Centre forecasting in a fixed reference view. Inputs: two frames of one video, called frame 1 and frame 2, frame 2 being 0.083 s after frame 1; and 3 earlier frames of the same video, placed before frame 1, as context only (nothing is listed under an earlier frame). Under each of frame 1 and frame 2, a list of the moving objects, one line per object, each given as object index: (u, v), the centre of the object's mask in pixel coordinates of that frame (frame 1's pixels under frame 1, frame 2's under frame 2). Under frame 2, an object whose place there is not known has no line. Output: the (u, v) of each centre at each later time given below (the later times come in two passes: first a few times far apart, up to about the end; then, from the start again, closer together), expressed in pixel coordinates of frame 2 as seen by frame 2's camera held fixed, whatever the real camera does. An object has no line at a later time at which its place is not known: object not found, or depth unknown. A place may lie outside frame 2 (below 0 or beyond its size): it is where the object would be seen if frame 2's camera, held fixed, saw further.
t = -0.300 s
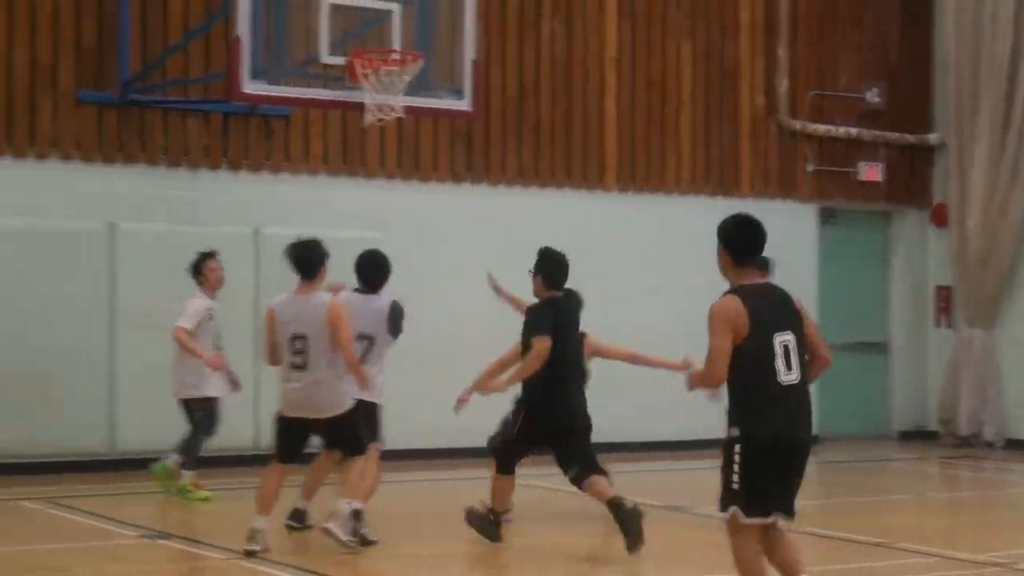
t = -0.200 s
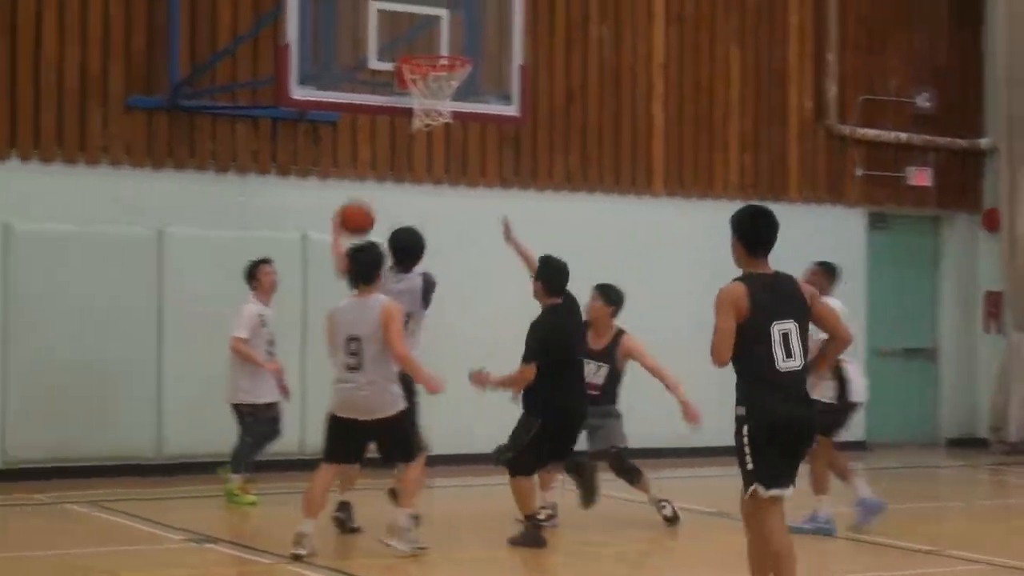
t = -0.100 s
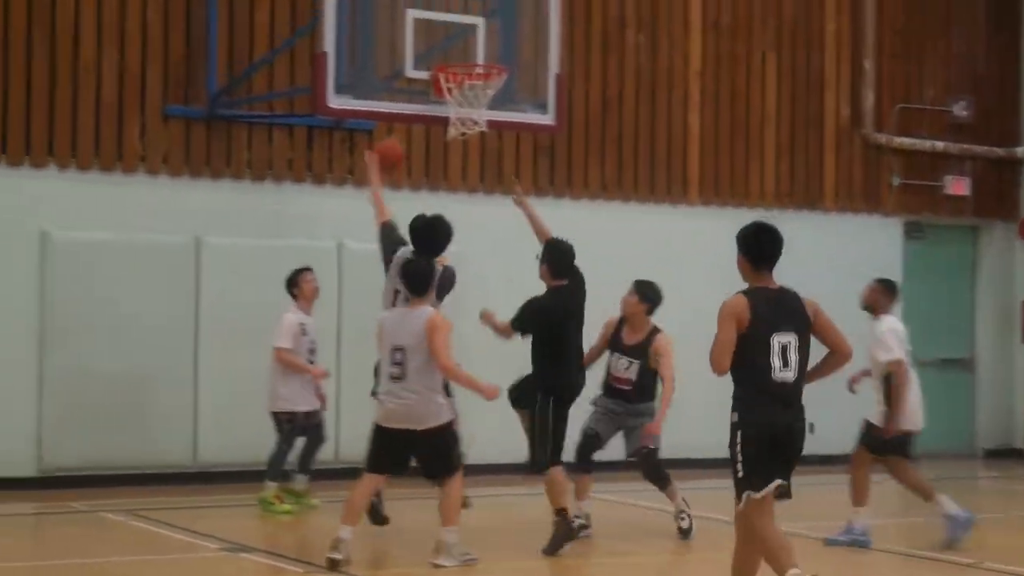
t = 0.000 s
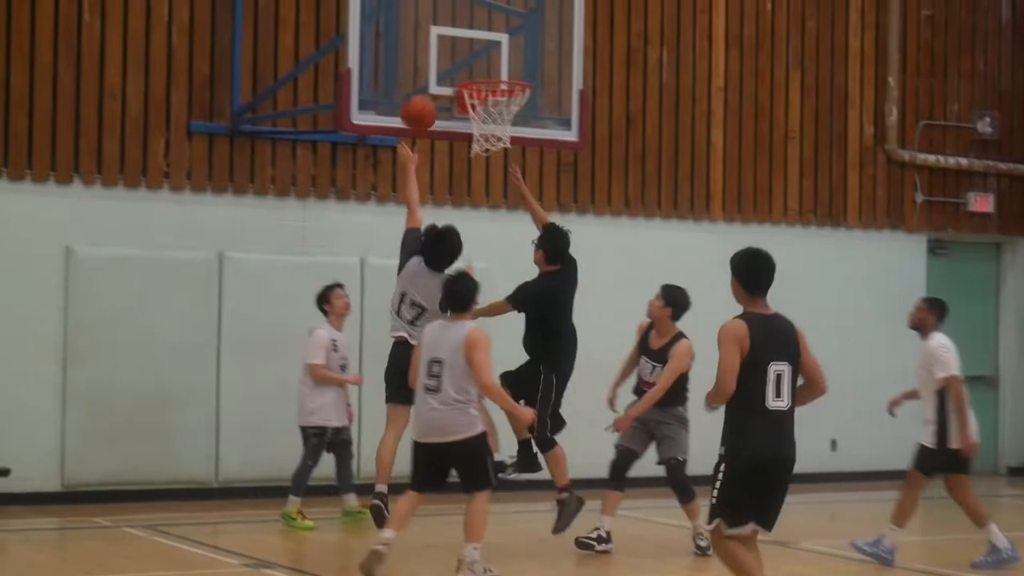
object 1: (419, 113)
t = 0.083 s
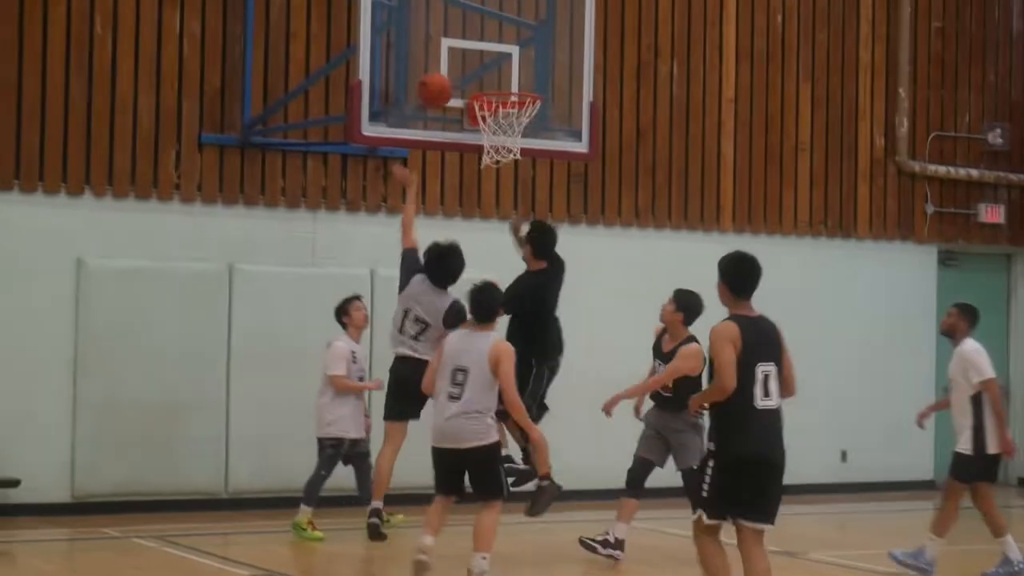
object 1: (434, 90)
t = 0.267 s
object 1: (445, 50)
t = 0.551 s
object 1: (481, 72)
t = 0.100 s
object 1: (435, 84)
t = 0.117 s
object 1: (435, 80)
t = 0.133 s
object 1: (437, 75)
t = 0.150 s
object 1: (438, 70)
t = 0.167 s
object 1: (439, 66)
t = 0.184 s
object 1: (440, 63)
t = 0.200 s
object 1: (441, 59)
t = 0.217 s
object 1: (442, 55)
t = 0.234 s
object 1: (443, 53)
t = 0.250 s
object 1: (444, 52)
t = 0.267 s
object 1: (445, 50)
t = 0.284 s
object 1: (446, 49)
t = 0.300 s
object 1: (446, 49)
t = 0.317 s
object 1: (448, 48)
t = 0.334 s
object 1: (448, 48)
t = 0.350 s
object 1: (449, 48)
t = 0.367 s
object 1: (451, 48)
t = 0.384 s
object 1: (454, 48)
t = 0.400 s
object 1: (457, 49)
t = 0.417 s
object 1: (459, 49)
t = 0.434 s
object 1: (462, 51)
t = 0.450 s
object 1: (464, 53)
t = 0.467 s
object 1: (467, 56)
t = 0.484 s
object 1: (471, 57)
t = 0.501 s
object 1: (474, 61)
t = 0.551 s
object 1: (481, 72)
